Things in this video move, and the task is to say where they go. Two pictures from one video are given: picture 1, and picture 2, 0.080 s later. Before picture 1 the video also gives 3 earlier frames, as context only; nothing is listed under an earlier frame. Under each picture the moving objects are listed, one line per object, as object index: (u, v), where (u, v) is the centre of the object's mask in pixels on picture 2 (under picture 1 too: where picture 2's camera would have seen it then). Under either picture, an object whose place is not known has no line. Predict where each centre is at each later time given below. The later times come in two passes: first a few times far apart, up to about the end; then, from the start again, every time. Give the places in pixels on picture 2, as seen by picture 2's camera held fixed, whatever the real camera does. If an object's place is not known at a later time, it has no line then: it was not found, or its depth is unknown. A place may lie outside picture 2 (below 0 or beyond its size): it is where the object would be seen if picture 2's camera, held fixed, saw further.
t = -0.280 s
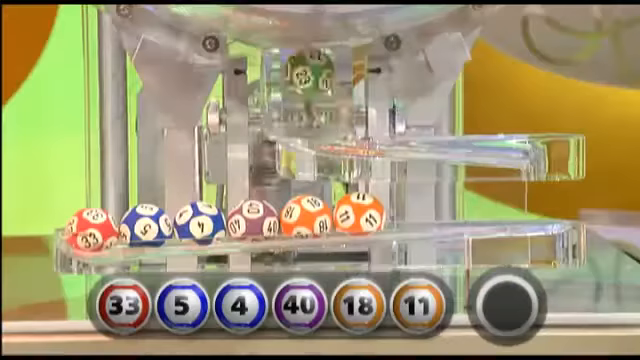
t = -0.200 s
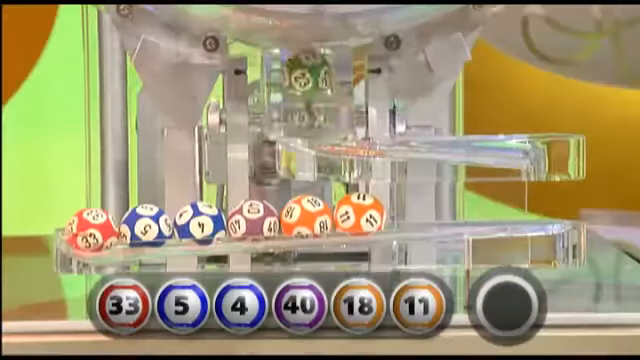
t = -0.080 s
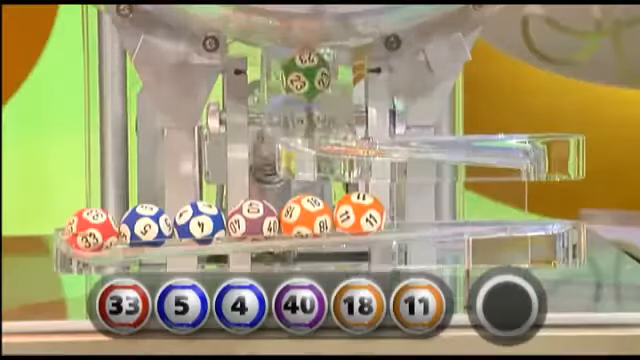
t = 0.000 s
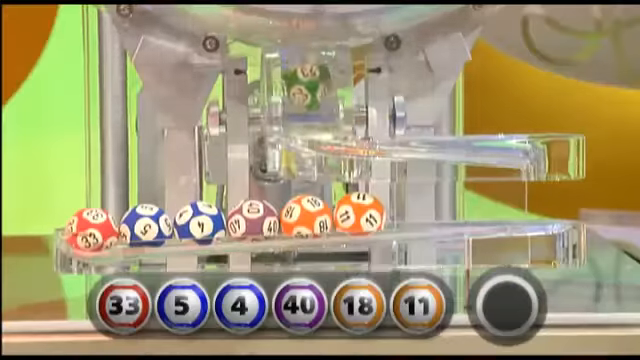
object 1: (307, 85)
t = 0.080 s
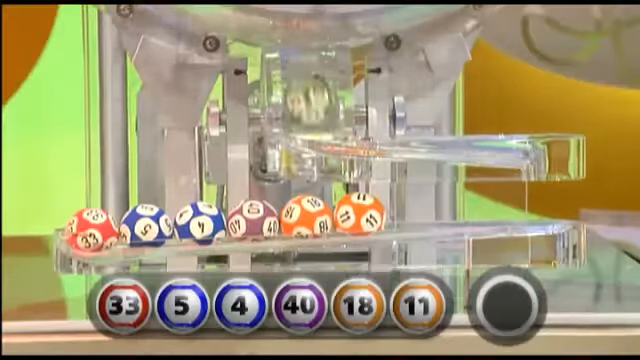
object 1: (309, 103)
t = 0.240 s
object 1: (314, 121)
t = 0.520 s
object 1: (428, 129)
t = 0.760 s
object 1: (547, 151)
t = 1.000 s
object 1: (542, 201)
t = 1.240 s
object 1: (541, 203)
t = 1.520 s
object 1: (520, 204)
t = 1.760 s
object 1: (496, 206)
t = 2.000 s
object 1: (498, 206)
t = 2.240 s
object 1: (493, 206)
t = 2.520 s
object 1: (493, 206)
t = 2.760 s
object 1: (493, 206)
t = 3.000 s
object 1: (493, 206)
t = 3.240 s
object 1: (493, 206)
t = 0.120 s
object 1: (312, 111)
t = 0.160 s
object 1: (312, 116)
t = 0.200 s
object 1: (317, 117)
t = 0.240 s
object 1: (314, 121)
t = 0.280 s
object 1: (323, 121)
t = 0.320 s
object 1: (330, 122)
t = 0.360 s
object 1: (345, 126)
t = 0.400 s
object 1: (362, 128)
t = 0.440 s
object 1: (386, 126)
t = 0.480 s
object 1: (408, 131)
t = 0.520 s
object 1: (428, 129)
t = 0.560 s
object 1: (455, 132)
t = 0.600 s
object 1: (475, 133)
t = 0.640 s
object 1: (501, 134)
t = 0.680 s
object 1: (526, 136)
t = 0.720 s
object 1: (547, 149)
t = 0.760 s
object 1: (547, 151)
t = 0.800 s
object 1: (549, 157)
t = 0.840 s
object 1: (548, 170)
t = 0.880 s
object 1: (548, 189)
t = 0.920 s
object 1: (545, 200)
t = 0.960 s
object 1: (541, 201)
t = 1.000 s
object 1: (542, 201)
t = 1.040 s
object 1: (544, 200)
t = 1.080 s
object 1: (544, 201)
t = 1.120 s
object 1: (544, 202)
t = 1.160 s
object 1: (544, 202)
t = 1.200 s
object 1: (543, 202)
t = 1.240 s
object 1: (541, 203)
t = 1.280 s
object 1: (539, 203)
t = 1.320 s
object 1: (538, 203)
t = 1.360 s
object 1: (535, 204)
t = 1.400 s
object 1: (532, 204)
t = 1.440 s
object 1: (529, 203)
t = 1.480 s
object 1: (525, 204)
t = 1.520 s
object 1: (520, 204)
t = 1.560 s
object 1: (516, 205)
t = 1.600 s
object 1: (511, 205)
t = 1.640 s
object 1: (506, 205)
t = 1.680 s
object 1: (501, 205)
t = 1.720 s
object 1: (496, 206)
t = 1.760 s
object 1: (496, 206)
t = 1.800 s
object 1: (497, 206)
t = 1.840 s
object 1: (498, 206)
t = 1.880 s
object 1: (499, 206)
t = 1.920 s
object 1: (499, 206)
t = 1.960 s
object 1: (498, 206)
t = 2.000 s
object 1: (498, 206)
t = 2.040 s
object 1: (497, 206)
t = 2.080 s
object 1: (497, 206)
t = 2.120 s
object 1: (496, 206)
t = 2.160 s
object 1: (494, 206)
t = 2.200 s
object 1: (493, 206)
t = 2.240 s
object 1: (493, 206)
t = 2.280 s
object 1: (493, 206)
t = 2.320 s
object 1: (493, 206)
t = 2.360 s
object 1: (493, 206)
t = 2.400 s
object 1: (493, 207)
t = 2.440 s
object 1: (493, 206)
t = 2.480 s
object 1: (493, 206)
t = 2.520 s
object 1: (493, 206)
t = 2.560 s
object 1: (493, 206)
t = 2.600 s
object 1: (493, 206)
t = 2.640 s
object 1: (493, 206)
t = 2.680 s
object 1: (493, 206)
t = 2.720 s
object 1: (493, 206)
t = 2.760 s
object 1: (493, 206)
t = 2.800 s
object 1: (493, 206)
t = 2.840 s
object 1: (493, 206)
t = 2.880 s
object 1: (493, 206)
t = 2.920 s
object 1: (493, 206)
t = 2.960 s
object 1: (493, 206)
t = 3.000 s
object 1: (493, 206)
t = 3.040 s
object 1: (493, 206)
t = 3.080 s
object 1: (493, 206)
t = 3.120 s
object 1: (493, 206)
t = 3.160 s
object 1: (493, 206)
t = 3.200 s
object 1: (493, 206)
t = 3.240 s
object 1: (493, 206)
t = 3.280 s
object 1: (493, 206)
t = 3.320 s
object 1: (493, 206)
